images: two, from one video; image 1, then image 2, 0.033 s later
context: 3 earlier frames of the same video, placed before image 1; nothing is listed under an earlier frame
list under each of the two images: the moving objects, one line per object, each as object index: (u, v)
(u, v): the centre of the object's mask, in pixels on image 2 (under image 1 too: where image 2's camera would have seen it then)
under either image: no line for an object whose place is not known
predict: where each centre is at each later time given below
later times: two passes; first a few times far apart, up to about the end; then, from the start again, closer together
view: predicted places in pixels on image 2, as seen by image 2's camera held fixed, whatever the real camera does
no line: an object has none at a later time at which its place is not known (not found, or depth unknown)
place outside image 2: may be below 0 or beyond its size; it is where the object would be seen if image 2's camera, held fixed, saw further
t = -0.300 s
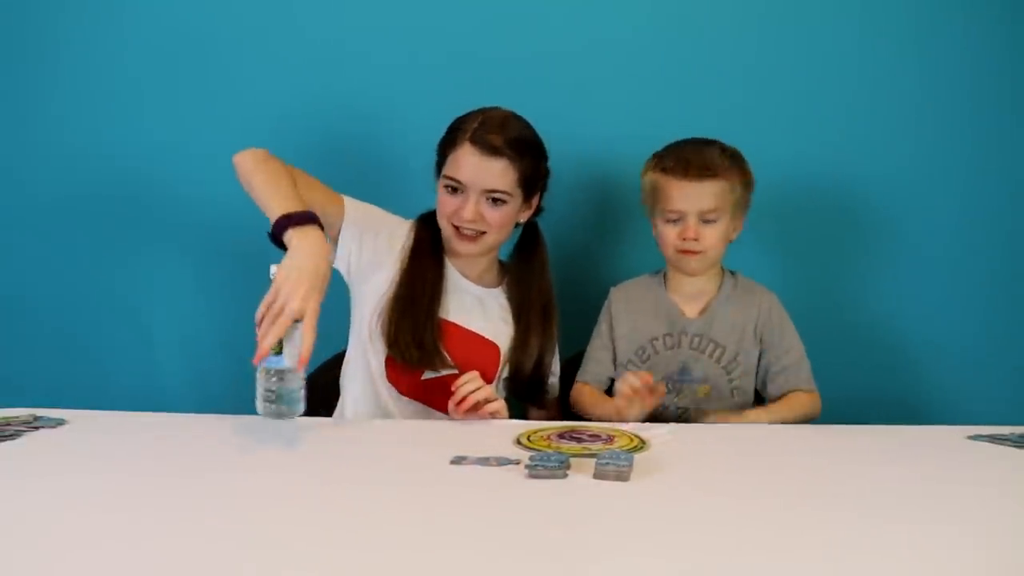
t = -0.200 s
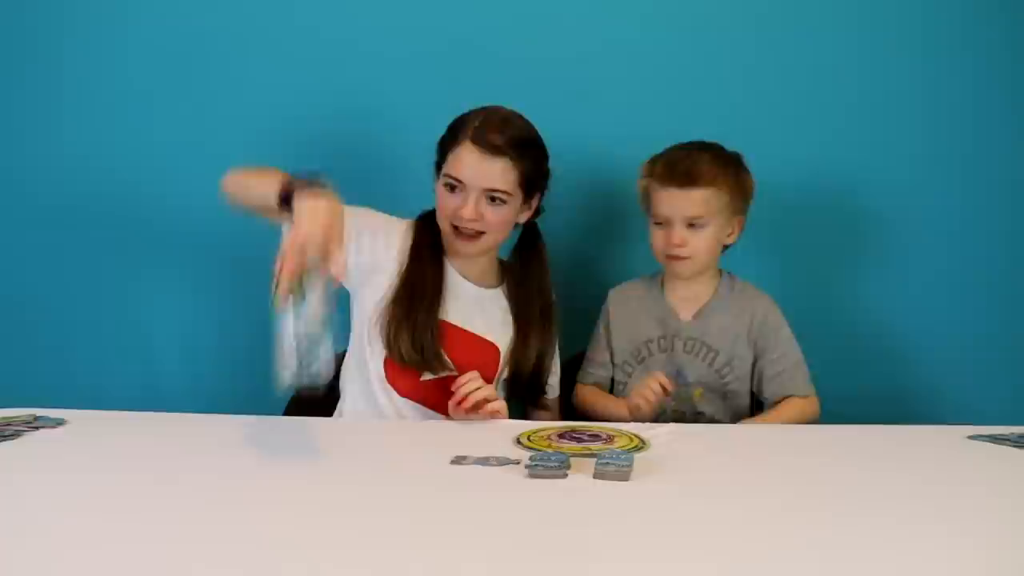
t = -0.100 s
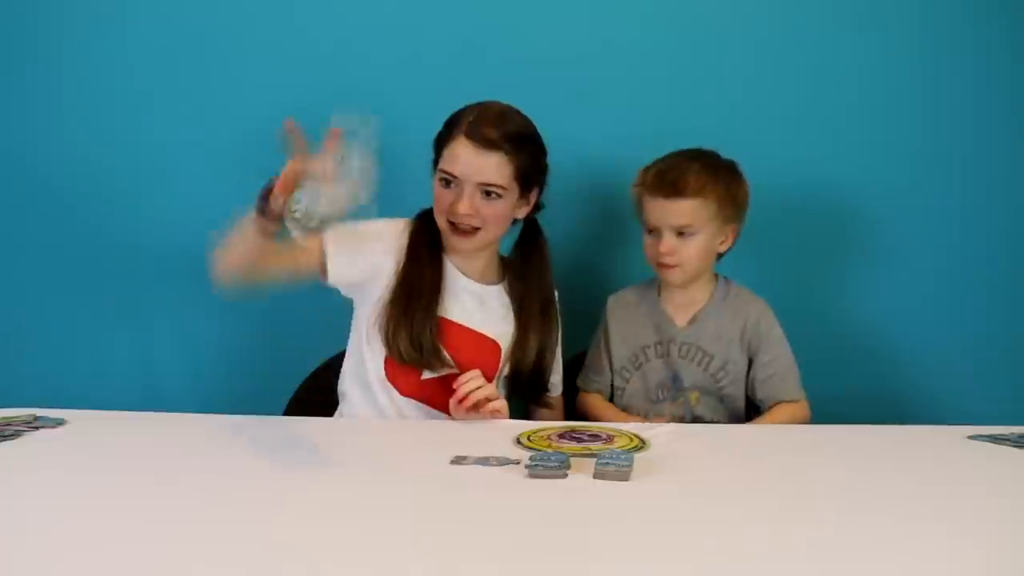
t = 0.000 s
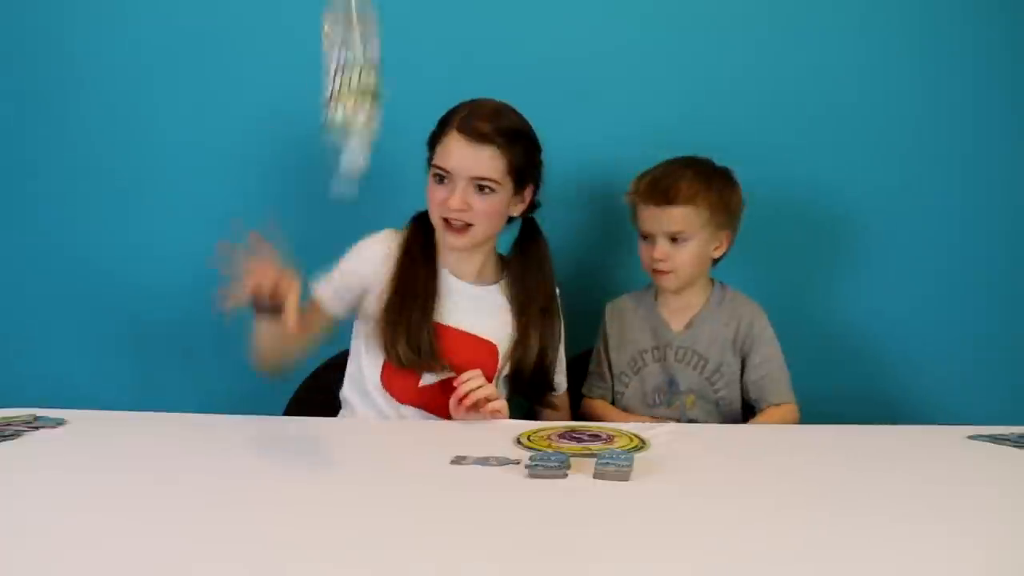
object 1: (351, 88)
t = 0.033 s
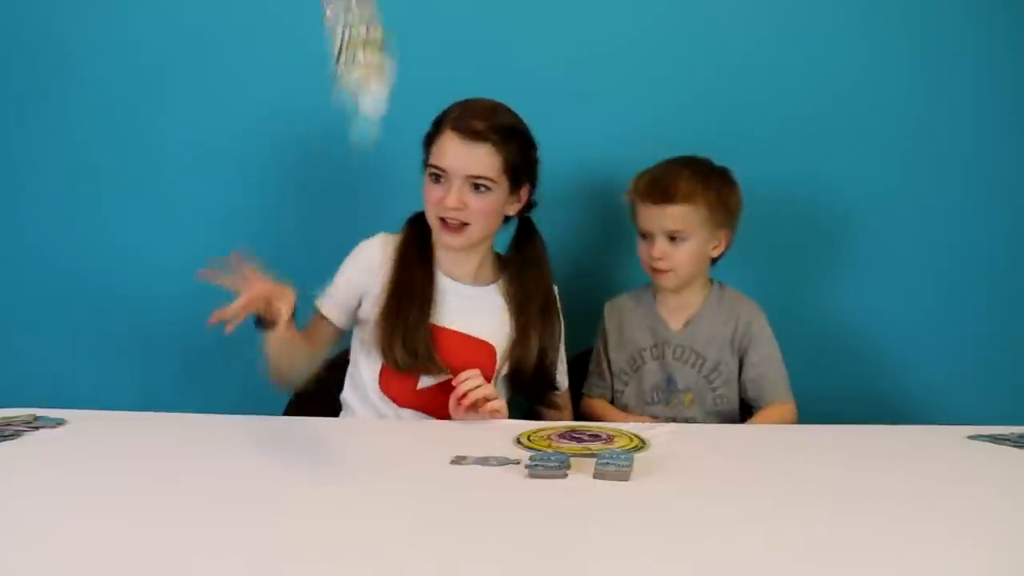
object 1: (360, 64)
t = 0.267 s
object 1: (392, 116)
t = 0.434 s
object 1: (402, 377)
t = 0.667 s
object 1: (399, 382)
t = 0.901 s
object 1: (397, 383)
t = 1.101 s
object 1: (397, 383)
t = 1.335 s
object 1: (397, 384)
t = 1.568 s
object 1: (397, 384)
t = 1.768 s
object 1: (397, 384)
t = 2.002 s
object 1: (397, 384)
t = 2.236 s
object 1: (397, 384)
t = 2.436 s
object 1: (397, 385)
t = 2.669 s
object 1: (397, 384)
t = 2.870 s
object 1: (397, 384)
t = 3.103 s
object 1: (397, 384)
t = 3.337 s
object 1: (397, 384)
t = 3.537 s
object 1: (397, 384)
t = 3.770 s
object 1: (397, 384)
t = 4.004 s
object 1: (397, 384)
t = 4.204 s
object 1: (397, 384)
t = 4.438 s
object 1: (397, 384)
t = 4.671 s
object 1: (397, 384)
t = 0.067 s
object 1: (369, 37)
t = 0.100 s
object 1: (370, 21)
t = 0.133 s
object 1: (370, 23)
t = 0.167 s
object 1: (372, 38)
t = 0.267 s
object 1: (392, 116)
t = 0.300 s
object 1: (398, 163)
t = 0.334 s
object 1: (399, 249)
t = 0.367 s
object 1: (402, 316)
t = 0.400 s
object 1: (404, 378)
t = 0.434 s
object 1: (402, 377)
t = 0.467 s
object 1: (400, 382)
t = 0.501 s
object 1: (402, 381)
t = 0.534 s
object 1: (404, 382)
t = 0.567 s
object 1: (403, 382)
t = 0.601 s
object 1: (398, 382)
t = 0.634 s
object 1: (398, 382)
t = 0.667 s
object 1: (399, 382)
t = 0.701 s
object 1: (398, 383)
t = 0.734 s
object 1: (398, 382)
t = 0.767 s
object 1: (397, 383)
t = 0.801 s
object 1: (397, 383)
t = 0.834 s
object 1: (397, 383)
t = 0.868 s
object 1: (397, 383)
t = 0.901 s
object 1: (397, 383)
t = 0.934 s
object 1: (397, 383)
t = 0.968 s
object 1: (397, 383)
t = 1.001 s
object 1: (397, 383)
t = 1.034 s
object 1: (397, 384)
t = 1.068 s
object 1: (397, 384)
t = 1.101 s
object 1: (397, 383)
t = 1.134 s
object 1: (397, 384)
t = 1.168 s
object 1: (397, 384)
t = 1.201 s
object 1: (397, 384)
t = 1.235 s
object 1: (397, 384)
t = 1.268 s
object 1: (397, 384)
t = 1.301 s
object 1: (397, 384)
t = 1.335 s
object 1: (397, 384)
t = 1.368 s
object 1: (397, 384)
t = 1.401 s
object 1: (397, 383)
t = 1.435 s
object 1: (397, 384)
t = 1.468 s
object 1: (397, 383)
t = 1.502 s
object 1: (397, 383)
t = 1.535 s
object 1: (397, 384)
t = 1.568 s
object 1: (397, 384)
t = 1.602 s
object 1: (397, 385)
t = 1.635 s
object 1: (397, 385)
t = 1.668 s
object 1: (397, 384)
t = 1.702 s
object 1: (397, 384)
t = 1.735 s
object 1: (397, 384)
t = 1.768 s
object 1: (397, 384)
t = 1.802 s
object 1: (397, 385)
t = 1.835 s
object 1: (397, 384)
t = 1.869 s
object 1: (397, 385)
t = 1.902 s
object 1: (397, 384)
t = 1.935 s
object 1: (397, 384)
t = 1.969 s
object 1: (397, 384)
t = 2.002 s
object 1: (397, 384)
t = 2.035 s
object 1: (397, 384)
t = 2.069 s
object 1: (397, 384)
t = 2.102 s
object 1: (397, 384)
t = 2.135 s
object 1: (397, 384)
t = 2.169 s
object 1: (397, 384)
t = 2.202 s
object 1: (397, 384)
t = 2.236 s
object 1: (397, 384)
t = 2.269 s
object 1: (397, 384)
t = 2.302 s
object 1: (397, 384)
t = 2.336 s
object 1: (397, 384)
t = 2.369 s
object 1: (397, 385)
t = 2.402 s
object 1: (397, 385)
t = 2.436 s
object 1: (397, 385)
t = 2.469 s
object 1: (397, 385)
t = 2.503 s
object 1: (397, 385)
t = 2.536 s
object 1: (397, 385)
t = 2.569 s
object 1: (397, 385)
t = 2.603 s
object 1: (397, 384)
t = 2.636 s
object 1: (397, 384)
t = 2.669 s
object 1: (397, 384)
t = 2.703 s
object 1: (397, 384)
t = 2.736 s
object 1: (397, 384)
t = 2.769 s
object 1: (397, 384)
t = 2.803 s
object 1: (397, 384)
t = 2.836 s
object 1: (397, 384)
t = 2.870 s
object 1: (397, 384)
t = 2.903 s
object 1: (397, 384)
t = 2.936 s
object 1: (397, 384)
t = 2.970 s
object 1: (397, 384)
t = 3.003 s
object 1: (397, 384)
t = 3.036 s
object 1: (397, 384)
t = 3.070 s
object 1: (397, 384)
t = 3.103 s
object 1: (397, 384)
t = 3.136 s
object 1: (397, 384)
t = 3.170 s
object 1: (397, 384)
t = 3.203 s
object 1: (397, 384)
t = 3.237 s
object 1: (397, 384)
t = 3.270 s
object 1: (397, 384)
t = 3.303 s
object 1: (397, 384)
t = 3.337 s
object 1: (397, 384)
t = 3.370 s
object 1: (397, 384)
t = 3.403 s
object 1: (397, 384)
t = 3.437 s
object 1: (397, 384)
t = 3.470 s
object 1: (397, 384)
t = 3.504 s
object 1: (397, 384)
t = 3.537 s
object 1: (397, 384)
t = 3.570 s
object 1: (397, 384)
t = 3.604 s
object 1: (397, 384)
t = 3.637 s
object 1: (397, 384)
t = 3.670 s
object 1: (397, 384)
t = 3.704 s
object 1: (397, 384)
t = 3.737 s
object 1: (397, 384)
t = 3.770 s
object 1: (397, 384)
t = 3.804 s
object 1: (396, 384)
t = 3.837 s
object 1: (397, 384)
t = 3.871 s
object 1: (397, 384)
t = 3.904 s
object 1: (397, 384)
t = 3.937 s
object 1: (397, 384)
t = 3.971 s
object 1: (397, 384)
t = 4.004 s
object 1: (397, 384)
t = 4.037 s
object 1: (397, 384)
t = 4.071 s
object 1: (397, 384)
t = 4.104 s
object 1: (397, 384)
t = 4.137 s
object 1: (397, 384)
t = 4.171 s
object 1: (397, 384)
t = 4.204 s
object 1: (397, 384)
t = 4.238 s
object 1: (397, 384)
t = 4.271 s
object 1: (397, 384)
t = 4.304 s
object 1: (397, 384)
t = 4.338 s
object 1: (397, 384)
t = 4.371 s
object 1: (397, 384)
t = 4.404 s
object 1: (397, 384)
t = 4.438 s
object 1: (397, 384)
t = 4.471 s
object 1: (397, 384)
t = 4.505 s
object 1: (397, 384)
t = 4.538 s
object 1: (397, 384)
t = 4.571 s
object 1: (397, 384)
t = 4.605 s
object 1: (397, 384)
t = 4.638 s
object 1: (397, 384)
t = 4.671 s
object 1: (397, 384)
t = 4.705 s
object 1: (397, 384)
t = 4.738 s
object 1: (397, 384)
